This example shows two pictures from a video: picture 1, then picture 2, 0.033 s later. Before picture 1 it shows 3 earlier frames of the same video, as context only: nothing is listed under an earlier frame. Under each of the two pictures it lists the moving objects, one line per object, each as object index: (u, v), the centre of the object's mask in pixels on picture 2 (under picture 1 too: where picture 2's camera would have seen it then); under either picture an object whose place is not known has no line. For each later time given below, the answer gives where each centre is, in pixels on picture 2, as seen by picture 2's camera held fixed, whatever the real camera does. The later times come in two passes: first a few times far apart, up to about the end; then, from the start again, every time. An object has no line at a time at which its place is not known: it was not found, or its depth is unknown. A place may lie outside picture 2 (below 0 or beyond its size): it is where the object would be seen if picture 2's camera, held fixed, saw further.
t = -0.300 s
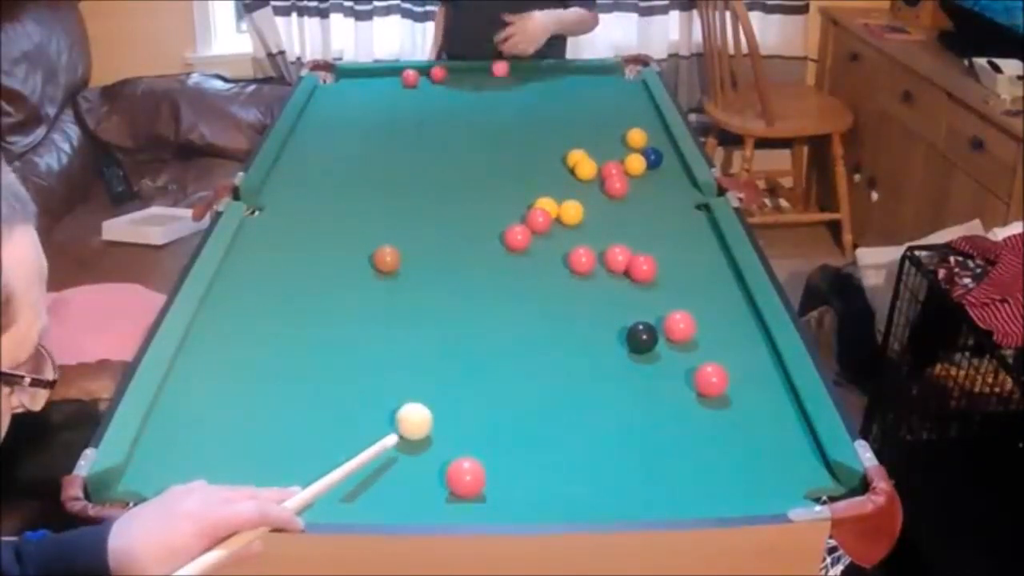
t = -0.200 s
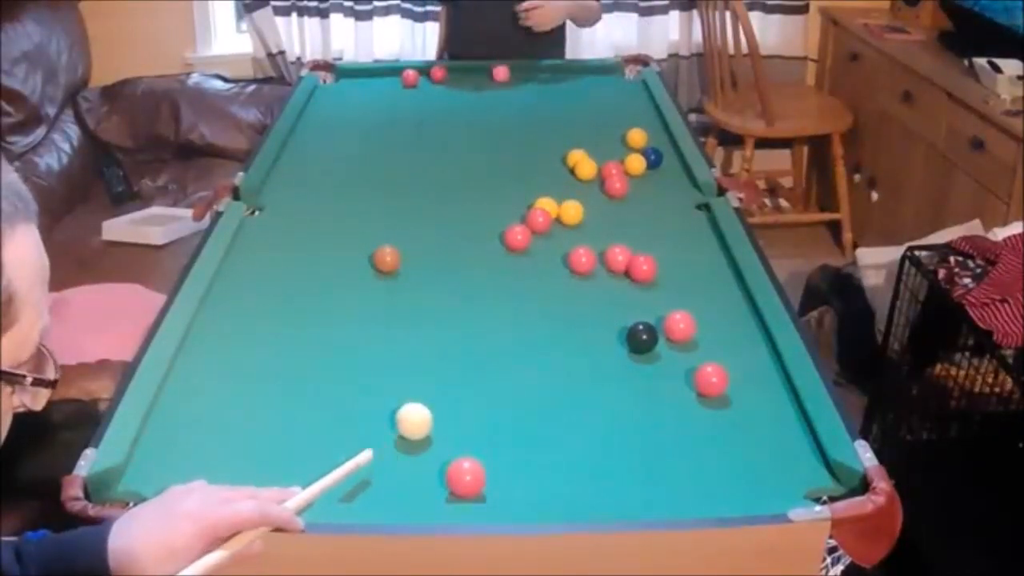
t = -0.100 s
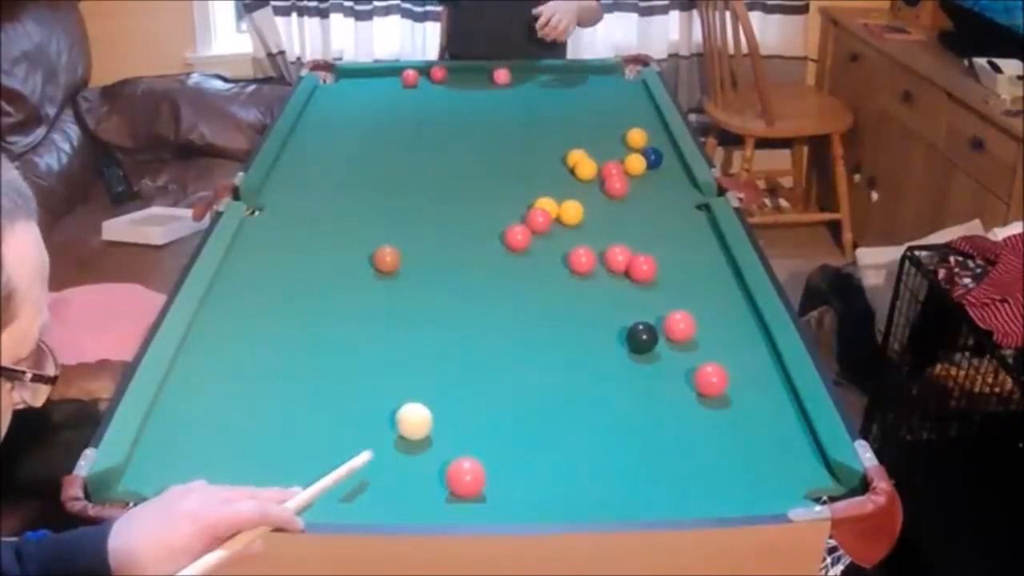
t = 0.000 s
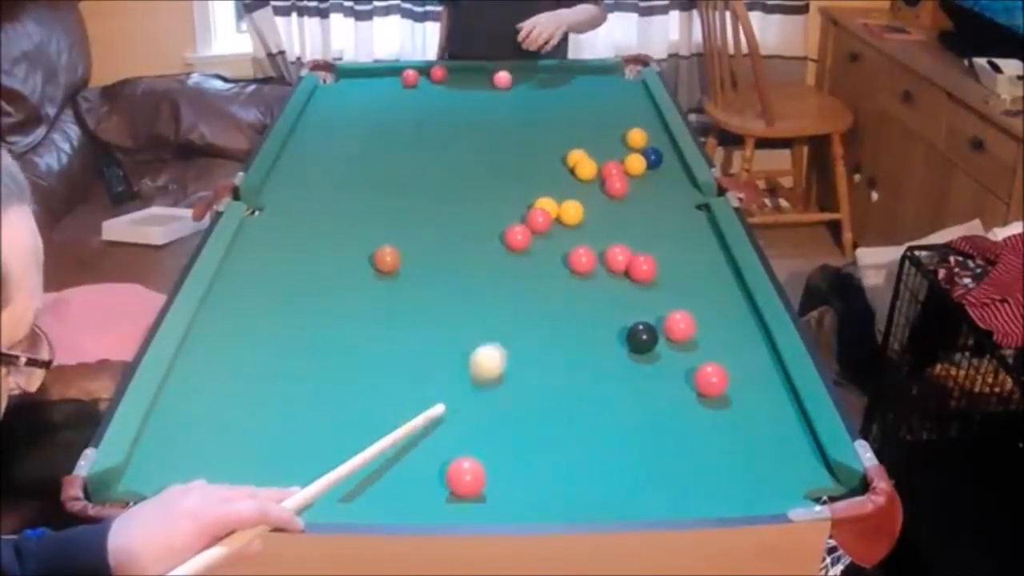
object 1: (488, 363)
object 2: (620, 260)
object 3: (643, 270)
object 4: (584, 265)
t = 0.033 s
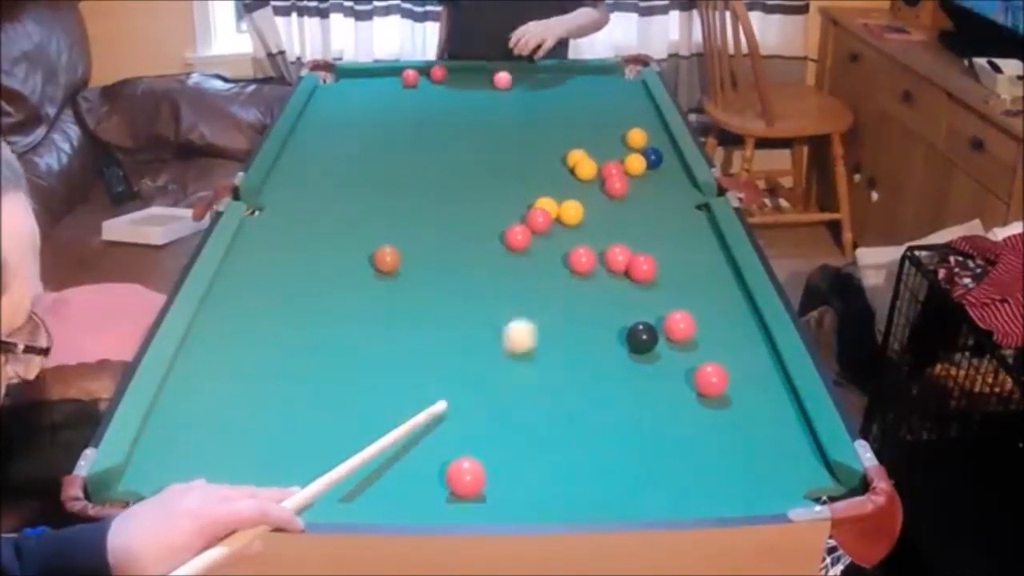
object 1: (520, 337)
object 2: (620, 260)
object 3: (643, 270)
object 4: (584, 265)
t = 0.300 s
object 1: (623, 269)
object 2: (679, 217)
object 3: (659, 268)
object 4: (555, 247)
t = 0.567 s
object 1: (651, 257)
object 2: (663, 178)
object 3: (690, 266)
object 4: (543, 234)
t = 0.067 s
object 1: (548, 314)
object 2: (620, 260)
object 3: (643, 270)
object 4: (584, 265)
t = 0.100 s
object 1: (572, 294)
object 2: (619, 260)
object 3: (642, 270)
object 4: (583, 263)
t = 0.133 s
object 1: (593, 277)
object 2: (619, 260)
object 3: (642, 270)
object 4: (580, 258)
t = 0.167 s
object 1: (608, 269)
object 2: (626, 251)
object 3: (642, 270)
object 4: (578, 261)
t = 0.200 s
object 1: (614, 271)
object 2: (643, 243)
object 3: (645, 270)
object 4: (572, 256)
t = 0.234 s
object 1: (617, 271)
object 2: (656, 233)
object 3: (649, 269)
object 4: (566, 253)
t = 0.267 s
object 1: (620, 271)
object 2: (668, 225)
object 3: (654, 269)
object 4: (560, 252)
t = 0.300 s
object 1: (623, 269)
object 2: (679, 217)
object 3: (659, 268)
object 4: (555, 247)
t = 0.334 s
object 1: (627, 267)
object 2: (689, 211)
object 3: (663, 268)
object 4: (550, 244)
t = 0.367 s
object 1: (631, 266)
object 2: (695, 205)
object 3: (668, 268)
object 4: (546, 242)
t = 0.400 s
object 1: (635, 264)
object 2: (688, 200)
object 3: (672, 268)
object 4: (545, 240)
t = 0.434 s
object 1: (638, 262)
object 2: (682, 195)
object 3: (676, 267)
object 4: (545, 238)
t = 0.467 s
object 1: (642, 261)
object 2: (676, 191)
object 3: (679, 267)
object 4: (545, 237)
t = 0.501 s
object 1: (645, 259)
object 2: (671, 186)
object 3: (684, 267)
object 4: (544, 236)
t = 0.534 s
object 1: (648, 258)
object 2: (667, 182)
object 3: (687, 267)
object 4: (544, 235)
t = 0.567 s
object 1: (651, 257)
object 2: (663, 178)
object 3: (690, 266)
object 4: (543, 234)
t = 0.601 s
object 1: (653, 256)
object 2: (657, 173)
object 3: (693, 267)
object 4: (543, 233)
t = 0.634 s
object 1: (655, 254)
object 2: (655, 170)
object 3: (696, 266)
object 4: (544, 233)
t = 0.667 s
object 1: (658, 253)
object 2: (656, 167)
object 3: (699, 266)
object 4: (543, 233)
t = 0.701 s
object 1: (660, 252)
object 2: (658, 166)
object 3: (702, 267)
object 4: (543, 233)
